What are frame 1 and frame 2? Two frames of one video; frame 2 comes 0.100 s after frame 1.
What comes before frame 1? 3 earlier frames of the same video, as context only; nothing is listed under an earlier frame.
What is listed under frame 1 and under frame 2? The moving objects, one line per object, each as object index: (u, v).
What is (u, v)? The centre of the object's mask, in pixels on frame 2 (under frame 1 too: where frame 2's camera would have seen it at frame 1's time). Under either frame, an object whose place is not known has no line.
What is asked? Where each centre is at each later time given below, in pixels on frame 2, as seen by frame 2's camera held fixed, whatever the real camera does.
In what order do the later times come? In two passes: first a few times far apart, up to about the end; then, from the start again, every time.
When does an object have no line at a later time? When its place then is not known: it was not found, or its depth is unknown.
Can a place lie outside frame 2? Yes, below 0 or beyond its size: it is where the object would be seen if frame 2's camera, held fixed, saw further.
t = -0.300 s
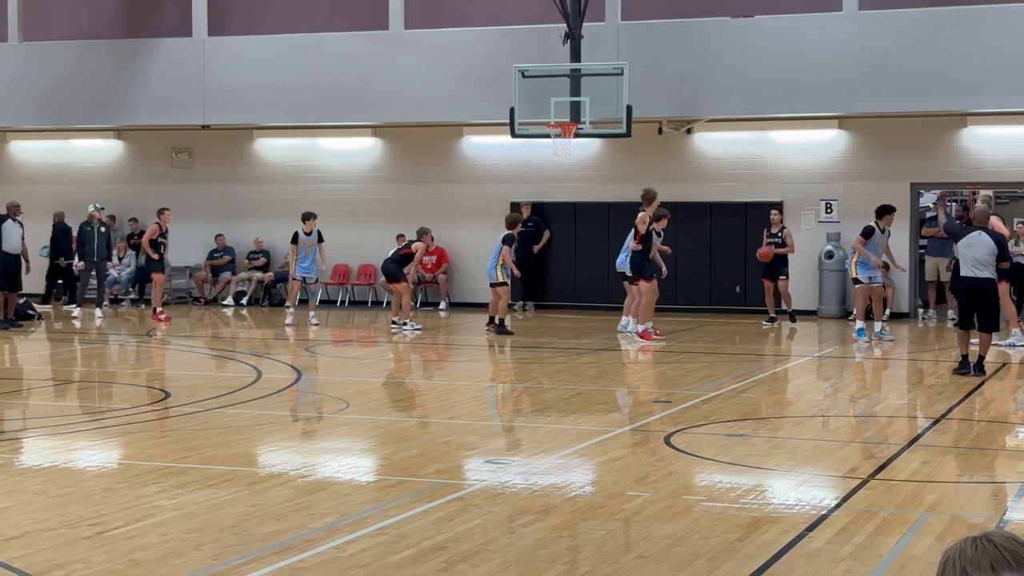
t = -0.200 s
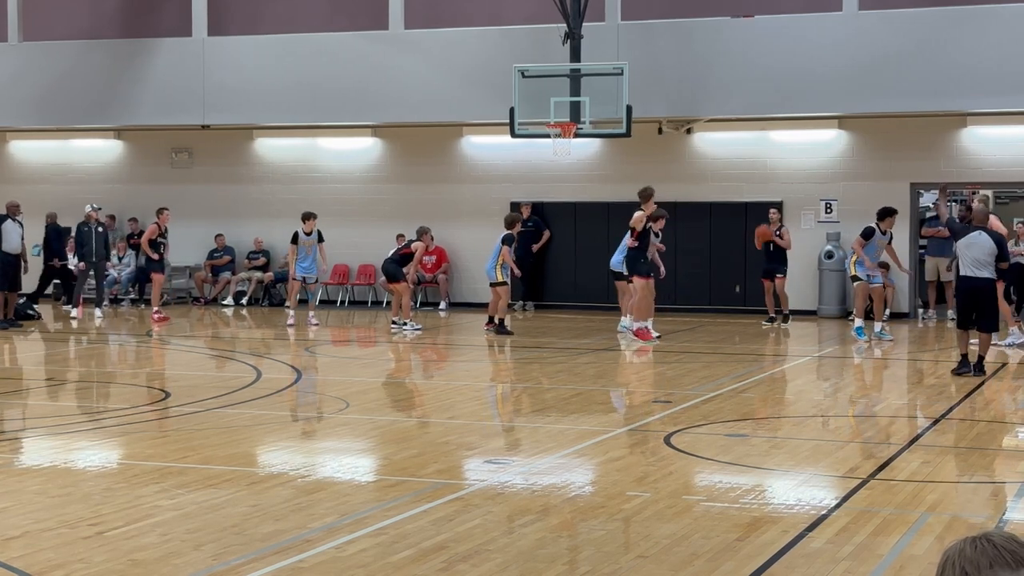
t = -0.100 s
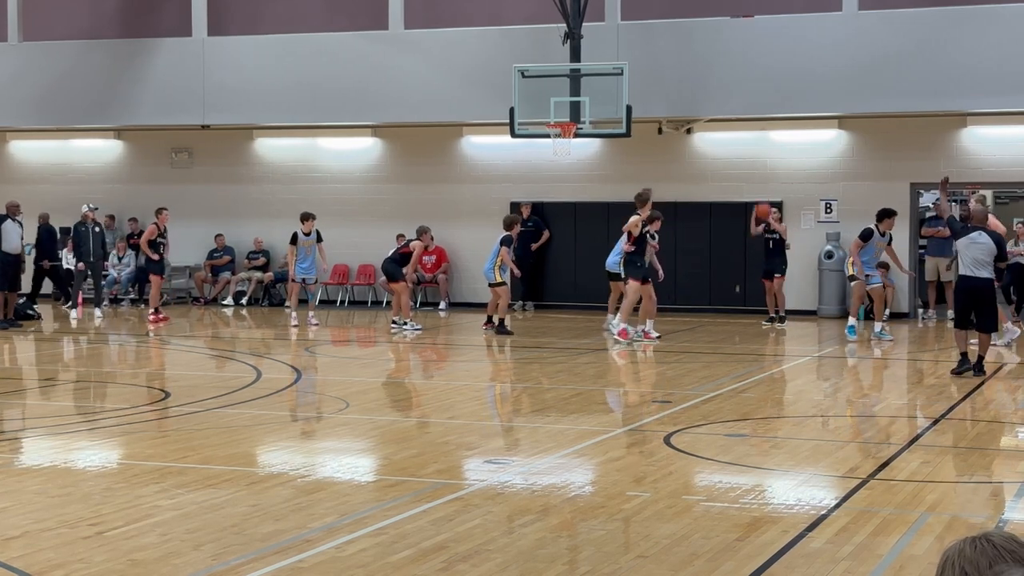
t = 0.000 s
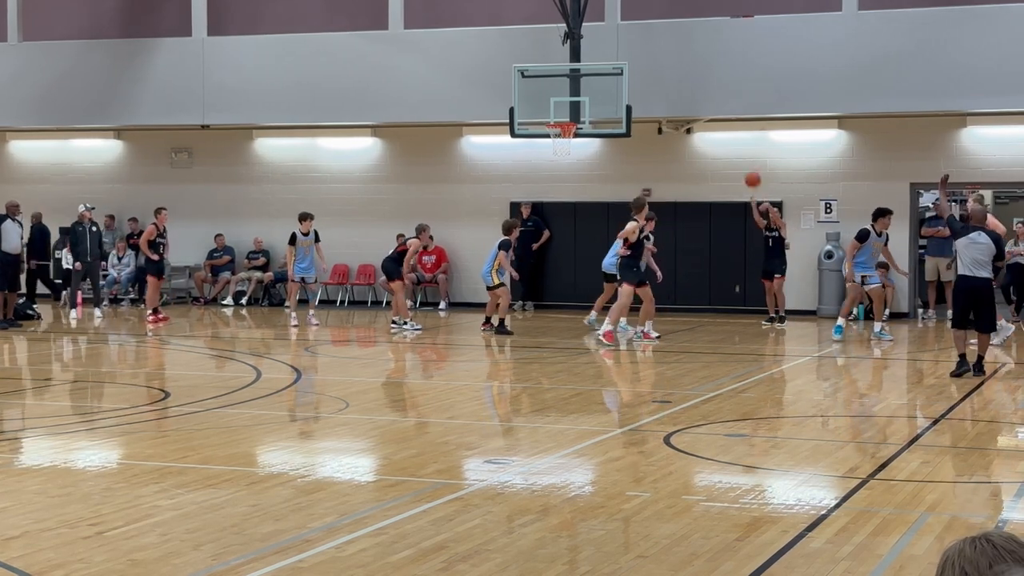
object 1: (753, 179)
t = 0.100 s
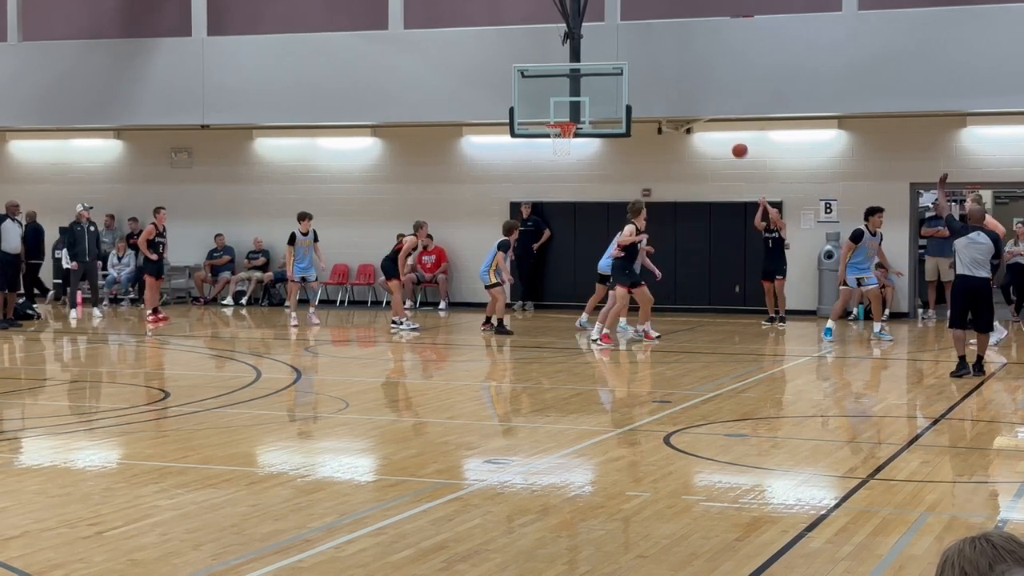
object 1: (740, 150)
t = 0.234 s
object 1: (721, 119)
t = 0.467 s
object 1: (686, 93)
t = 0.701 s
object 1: (647, 105)
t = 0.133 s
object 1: (735, 142)
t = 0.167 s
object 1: (730, 133)
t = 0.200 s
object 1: (725, 126)
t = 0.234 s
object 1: (721, 119)
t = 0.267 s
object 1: (717, 113)
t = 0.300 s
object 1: (712, 108)
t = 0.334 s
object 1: (707, 104)
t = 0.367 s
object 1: (702, 100)
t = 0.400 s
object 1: (696, 97)
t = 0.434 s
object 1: (692, 95)
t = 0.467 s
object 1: (686, 93)
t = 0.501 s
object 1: (681, 92)
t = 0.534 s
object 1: (676, 92)
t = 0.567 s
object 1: (670, 93)
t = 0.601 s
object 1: (664, 95)
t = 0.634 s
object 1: (659, 98)
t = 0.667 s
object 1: (653, 101)
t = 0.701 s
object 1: (647, 105)
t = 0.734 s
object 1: (641, 110)
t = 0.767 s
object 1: (635, 117)
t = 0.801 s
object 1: (628, 123)
